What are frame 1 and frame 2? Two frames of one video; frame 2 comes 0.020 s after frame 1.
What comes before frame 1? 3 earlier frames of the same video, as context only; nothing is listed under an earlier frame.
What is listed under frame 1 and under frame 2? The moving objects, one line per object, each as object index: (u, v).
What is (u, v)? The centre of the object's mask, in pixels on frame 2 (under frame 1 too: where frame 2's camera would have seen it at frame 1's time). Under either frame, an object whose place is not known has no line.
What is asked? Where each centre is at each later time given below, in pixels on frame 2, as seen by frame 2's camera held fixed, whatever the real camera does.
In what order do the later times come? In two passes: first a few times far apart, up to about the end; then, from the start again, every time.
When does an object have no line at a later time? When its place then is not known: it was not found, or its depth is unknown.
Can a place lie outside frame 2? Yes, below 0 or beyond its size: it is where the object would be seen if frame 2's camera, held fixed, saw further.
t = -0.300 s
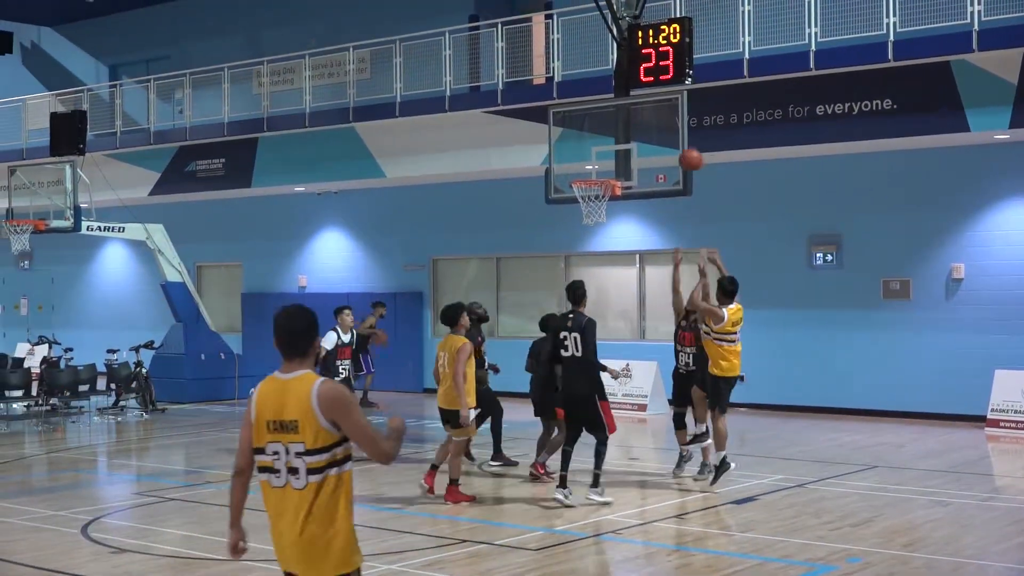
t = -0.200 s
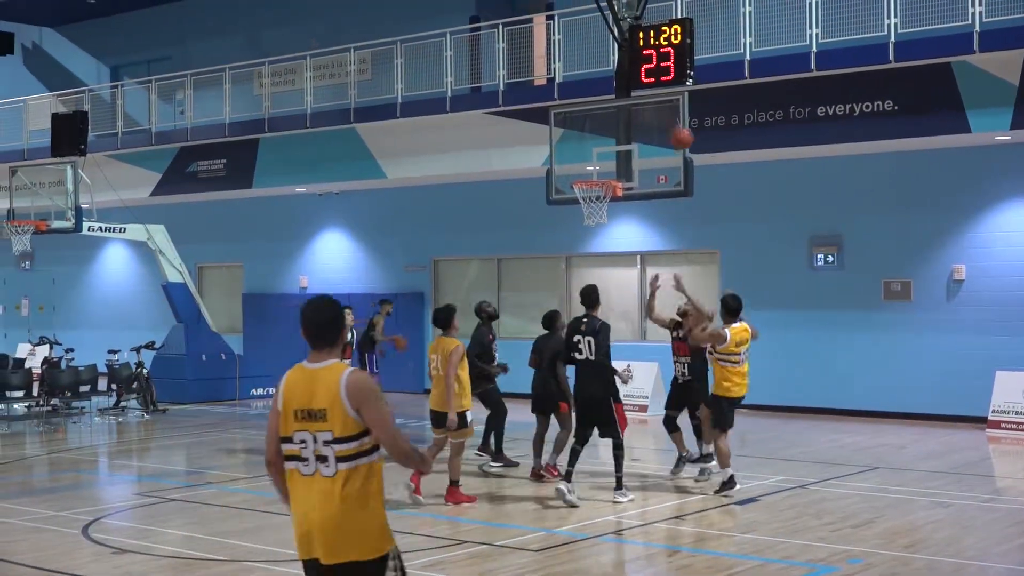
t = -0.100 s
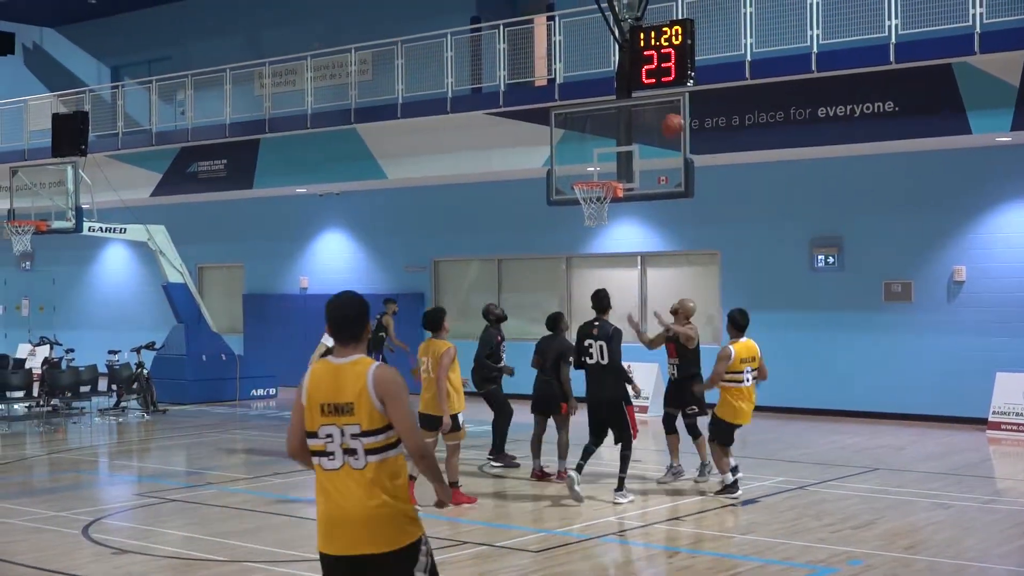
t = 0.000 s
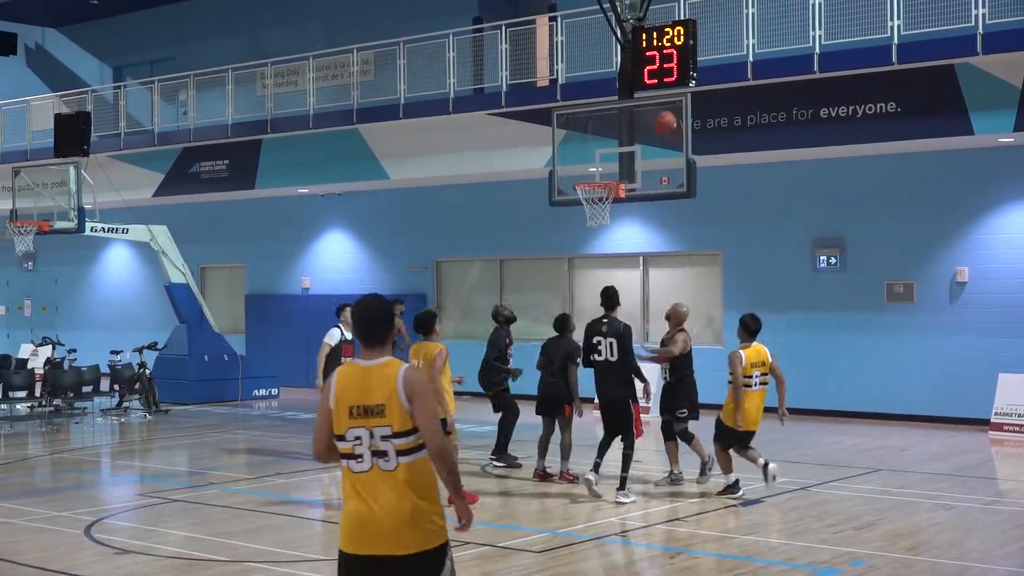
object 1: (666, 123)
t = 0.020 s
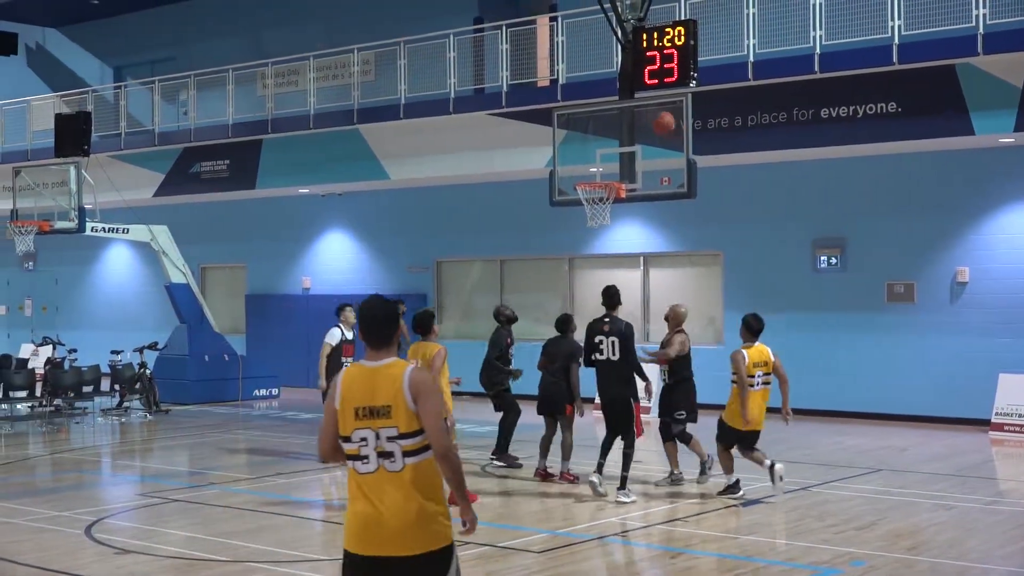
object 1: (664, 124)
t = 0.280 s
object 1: (626, 150)
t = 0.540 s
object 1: (591, 154)
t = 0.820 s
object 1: (562, 179)
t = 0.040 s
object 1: (662, 124)
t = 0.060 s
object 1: (660, 125)
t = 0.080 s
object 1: (659, 126)
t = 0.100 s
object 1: (657, 128)
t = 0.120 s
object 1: (655, 129)
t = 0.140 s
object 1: (652, 131)
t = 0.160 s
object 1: (648, 133)
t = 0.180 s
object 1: (644, 135)
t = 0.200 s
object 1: (640, 137)
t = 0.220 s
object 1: (636, 139)
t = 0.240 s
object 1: (633, 142)
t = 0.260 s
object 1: (629, 146)
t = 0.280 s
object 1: (626, 150)
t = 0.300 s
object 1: (622, 154)
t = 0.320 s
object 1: (619, 159)
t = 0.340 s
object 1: (615, 164)
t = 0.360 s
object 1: (611, 168)
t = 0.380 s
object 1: (609, 171)
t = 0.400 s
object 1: (607, 168)
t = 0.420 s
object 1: (604, 165)
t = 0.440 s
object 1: (602, 162)
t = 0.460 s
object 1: (600, 160)
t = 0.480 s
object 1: (597, 158)
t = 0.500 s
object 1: (595, 156)
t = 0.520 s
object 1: (593, 155)
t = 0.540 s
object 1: (591, 154)
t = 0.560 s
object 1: (589, 153)
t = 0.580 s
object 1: (587, 154)
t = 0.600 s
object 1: (585, 154)
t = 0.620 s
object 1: (583, 154)
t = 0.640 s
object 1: (580, 155)
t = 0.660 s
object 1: (578, 156)
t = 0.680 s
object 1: (576, 158)
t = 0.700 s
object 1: (574, 159)
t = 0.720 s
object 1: (572, 162)
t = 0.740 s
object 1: (569, 165)
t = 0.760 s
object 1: (568, 167)
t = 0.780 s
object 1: (565, 171)
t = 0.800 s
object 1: (563, 175)
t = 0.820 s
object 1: (562, 179)
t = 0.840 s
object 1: (559, 184)
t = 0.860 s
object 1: (556, 189)
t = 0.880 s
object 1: (554, 196)
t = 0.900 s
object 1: (552, 200)
